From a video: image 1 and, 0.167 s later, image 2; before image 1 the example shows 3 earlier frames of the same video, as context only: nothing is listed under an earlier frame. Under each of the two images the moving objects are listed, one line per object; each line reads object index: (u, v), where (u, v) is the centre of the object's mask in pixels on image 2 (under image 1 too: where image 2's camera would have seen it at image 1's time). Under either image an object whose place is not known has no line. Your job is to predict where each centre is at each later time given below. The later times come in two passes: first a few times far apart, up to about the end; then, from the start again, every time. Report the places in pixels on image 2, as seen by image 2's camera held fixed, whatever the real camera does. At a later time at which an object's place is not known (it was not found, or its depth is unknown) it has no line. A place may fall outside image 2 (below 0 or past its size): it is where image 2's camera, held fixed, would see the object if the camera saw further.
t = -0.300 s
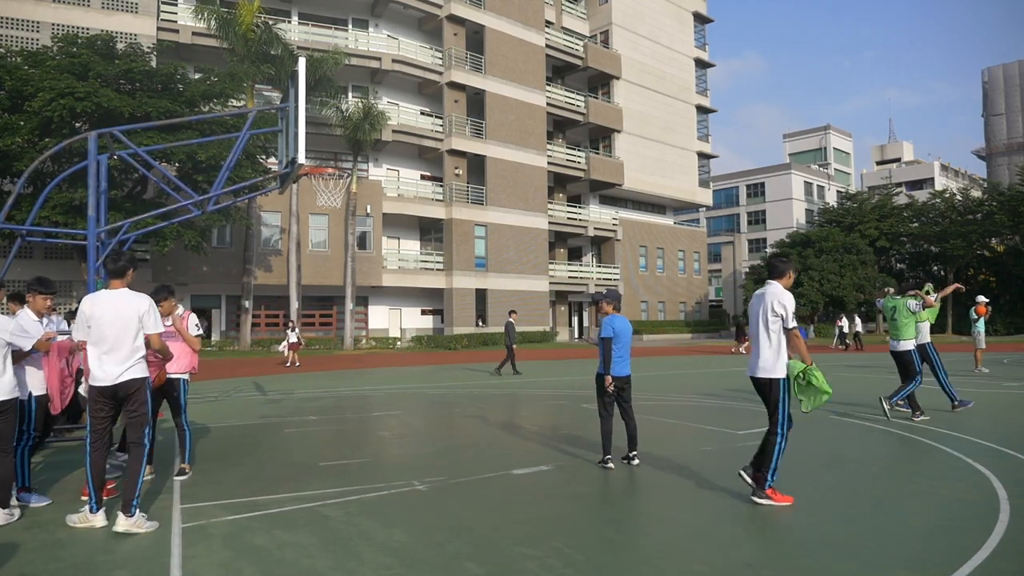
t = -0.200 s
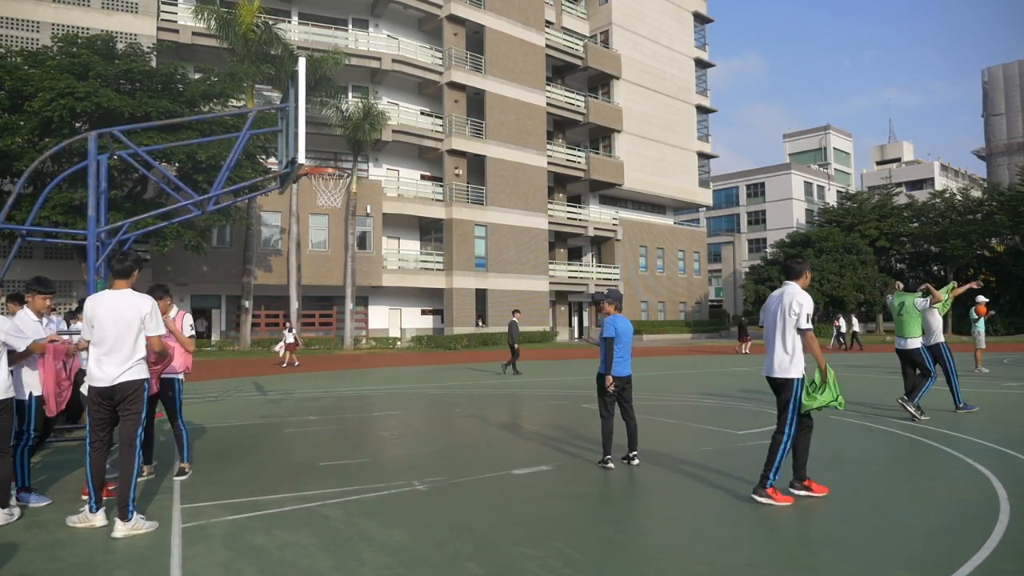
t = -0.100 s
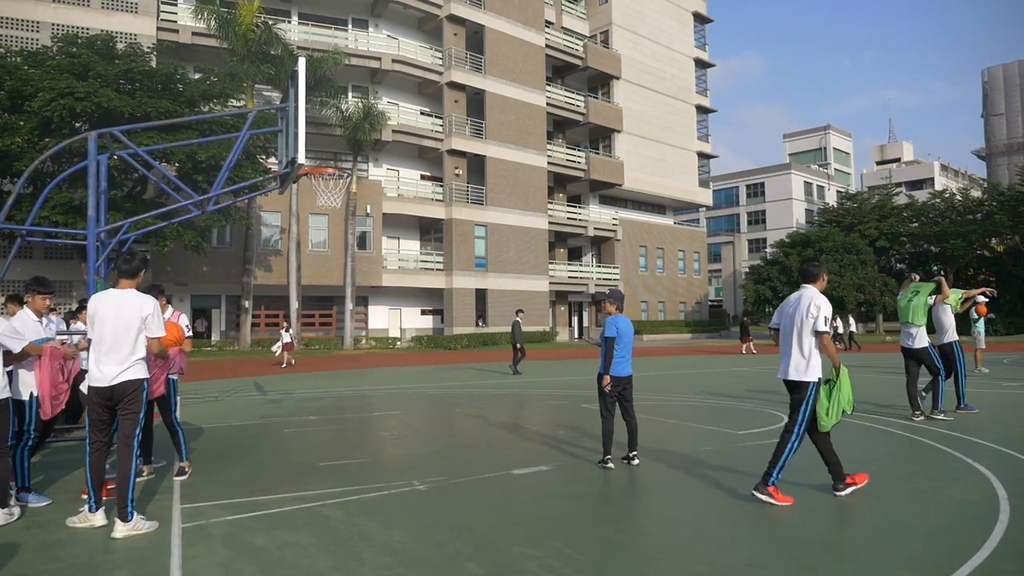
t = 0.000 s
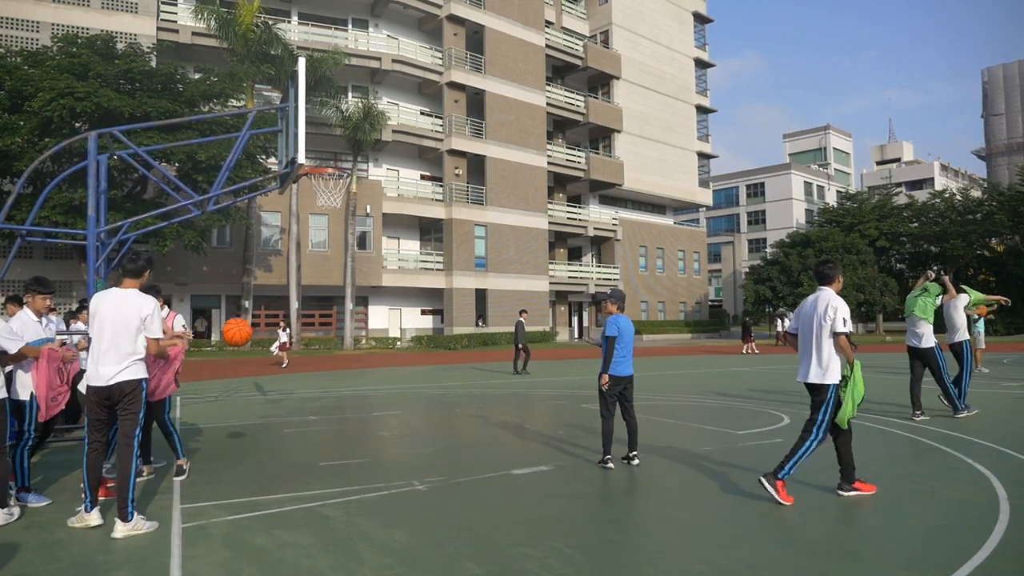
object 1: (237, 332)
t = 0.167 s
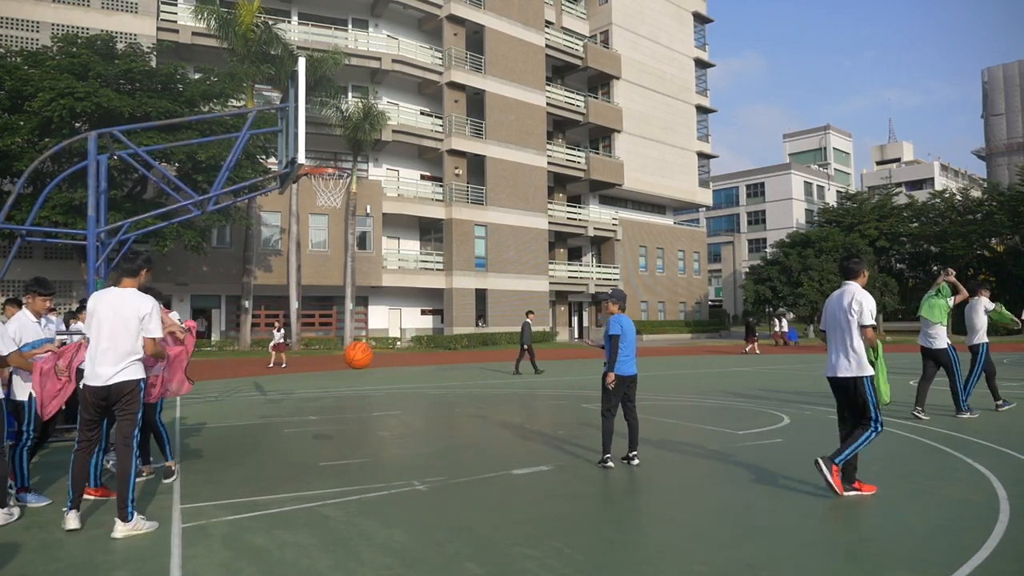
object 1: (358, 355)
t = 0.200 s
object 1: (381, 363)
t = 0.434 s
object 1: (534, 452)
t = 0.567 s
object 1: (570, 407)
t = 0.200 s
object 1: (381, 363)
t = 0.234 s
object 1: (404, 373)
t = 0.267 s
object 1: (426, 383)
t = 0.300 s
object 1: (448, 395)
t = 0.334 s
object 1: (470, 408)
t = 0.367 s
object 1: (492, 421)
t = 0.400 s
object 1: (513, 436)
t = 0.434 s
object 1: (534, 452)
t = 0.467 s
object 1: (546, 448)
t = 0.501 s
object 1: (554, 433)
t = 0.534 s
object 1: (562, 419)
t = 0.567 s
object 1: (570, 407)
